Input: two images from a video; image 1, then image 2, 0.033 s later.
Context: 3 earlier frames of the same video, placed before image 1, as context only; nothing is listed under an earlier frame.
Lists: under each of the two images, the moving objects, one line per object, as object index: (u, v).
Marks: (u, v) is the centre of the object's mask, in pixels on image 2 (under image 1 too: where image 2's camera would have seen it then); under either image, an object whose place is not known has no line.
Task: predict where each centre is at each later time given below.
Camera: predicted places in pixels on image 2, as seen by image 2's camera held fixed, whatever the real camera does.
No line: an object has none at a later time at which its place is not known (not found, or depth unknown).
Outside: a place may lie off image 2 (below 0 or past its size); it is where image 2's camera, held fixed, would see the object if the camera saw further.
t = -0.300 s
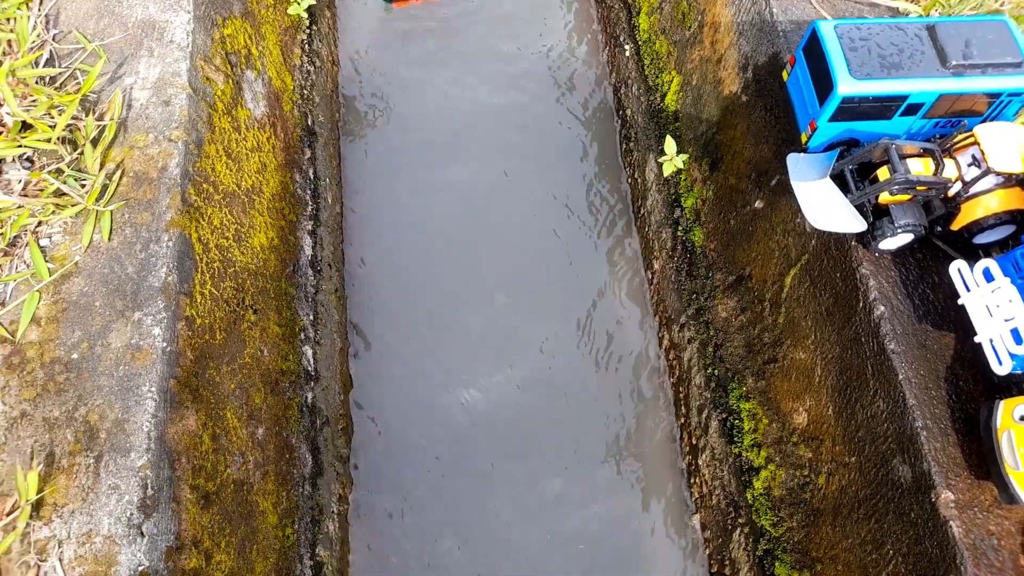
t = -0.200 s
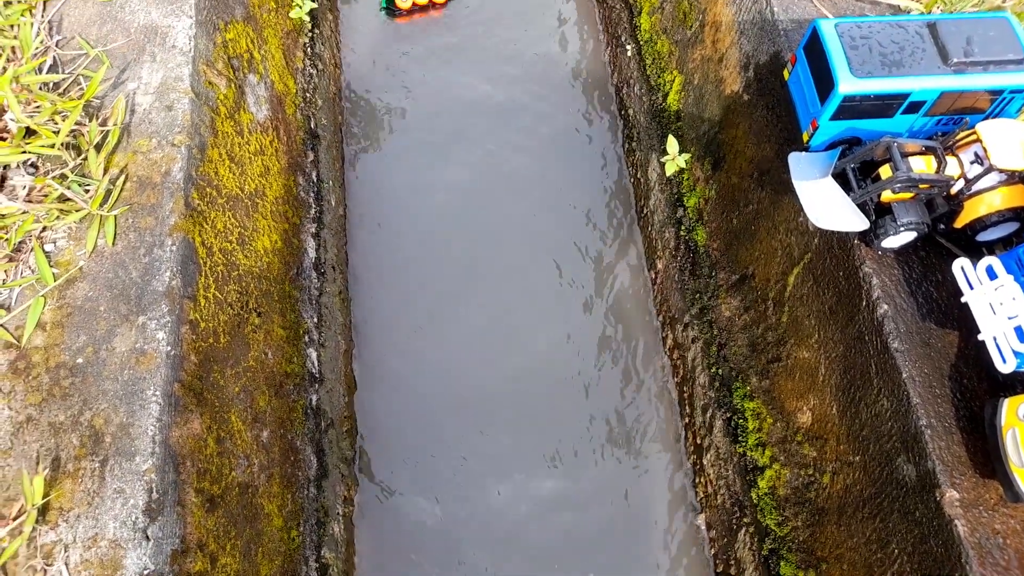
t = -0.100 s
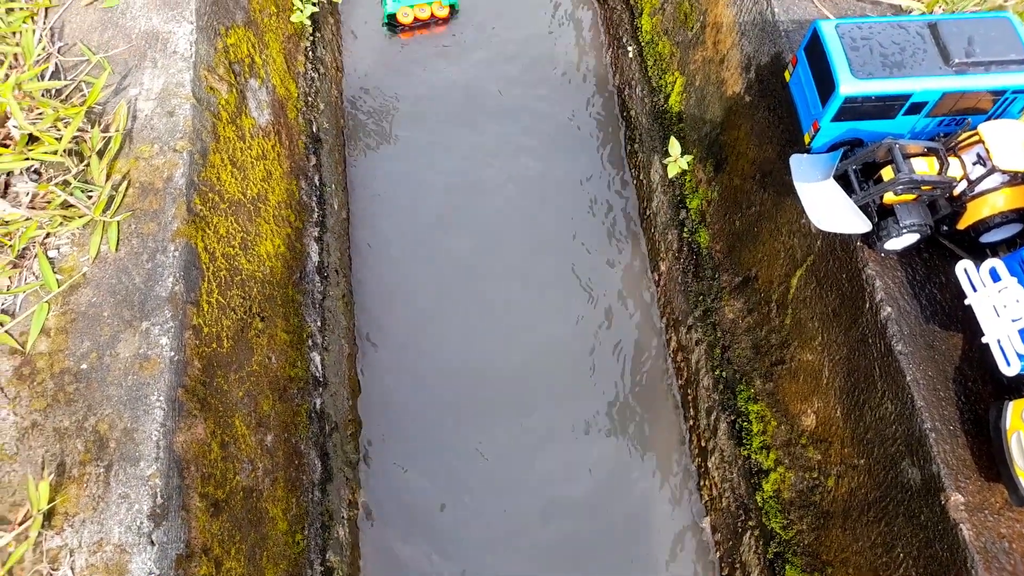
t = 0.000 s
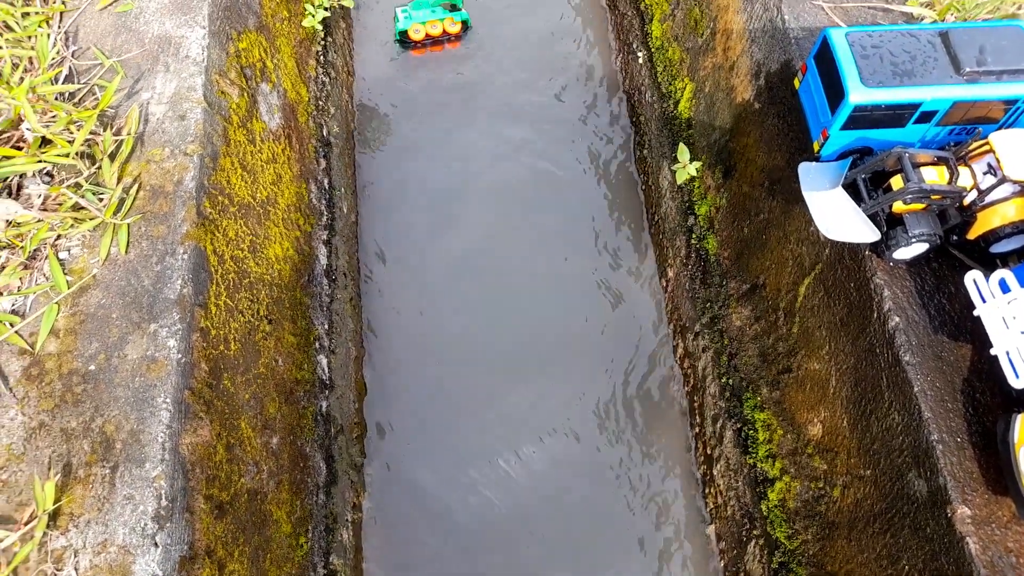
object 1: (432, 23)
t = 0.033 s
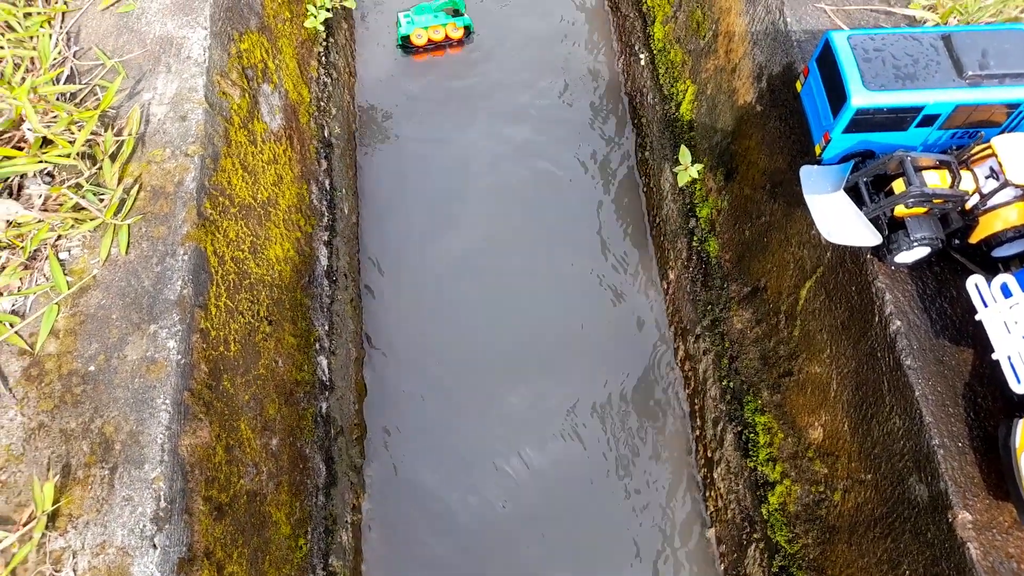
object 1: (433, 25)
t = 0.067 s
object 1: (434, 28)
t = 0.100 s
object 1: (436, 31)
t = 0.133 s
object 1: (436, 35)
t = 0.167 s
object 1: (437, 39)
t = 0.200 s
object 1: (437, 43)
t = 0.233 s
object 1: (438, 47)
